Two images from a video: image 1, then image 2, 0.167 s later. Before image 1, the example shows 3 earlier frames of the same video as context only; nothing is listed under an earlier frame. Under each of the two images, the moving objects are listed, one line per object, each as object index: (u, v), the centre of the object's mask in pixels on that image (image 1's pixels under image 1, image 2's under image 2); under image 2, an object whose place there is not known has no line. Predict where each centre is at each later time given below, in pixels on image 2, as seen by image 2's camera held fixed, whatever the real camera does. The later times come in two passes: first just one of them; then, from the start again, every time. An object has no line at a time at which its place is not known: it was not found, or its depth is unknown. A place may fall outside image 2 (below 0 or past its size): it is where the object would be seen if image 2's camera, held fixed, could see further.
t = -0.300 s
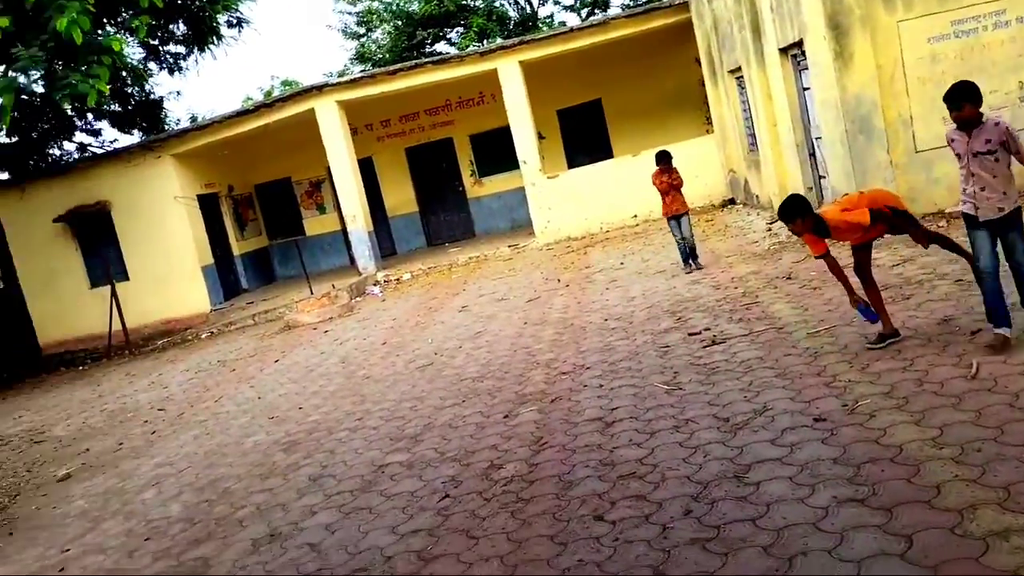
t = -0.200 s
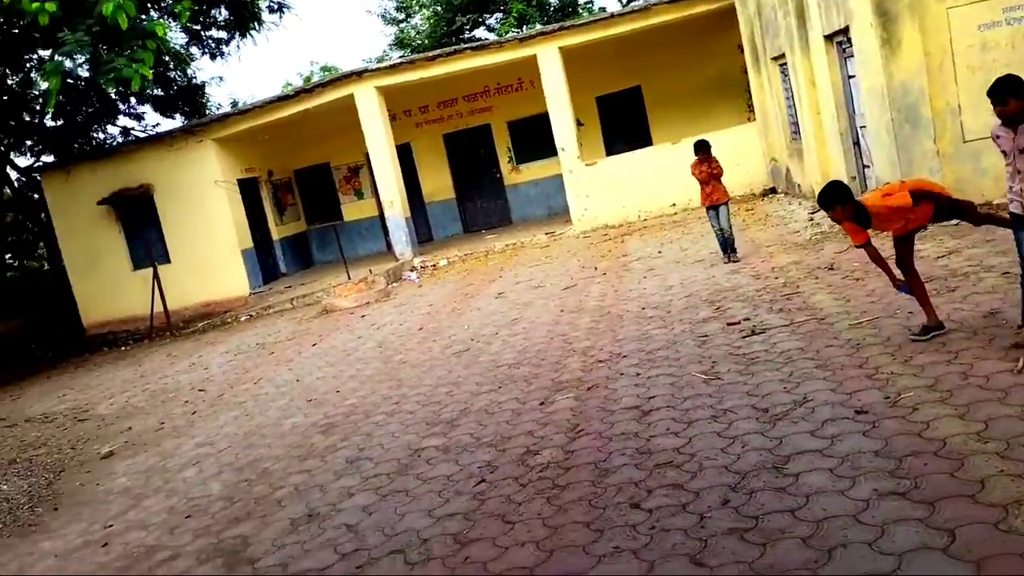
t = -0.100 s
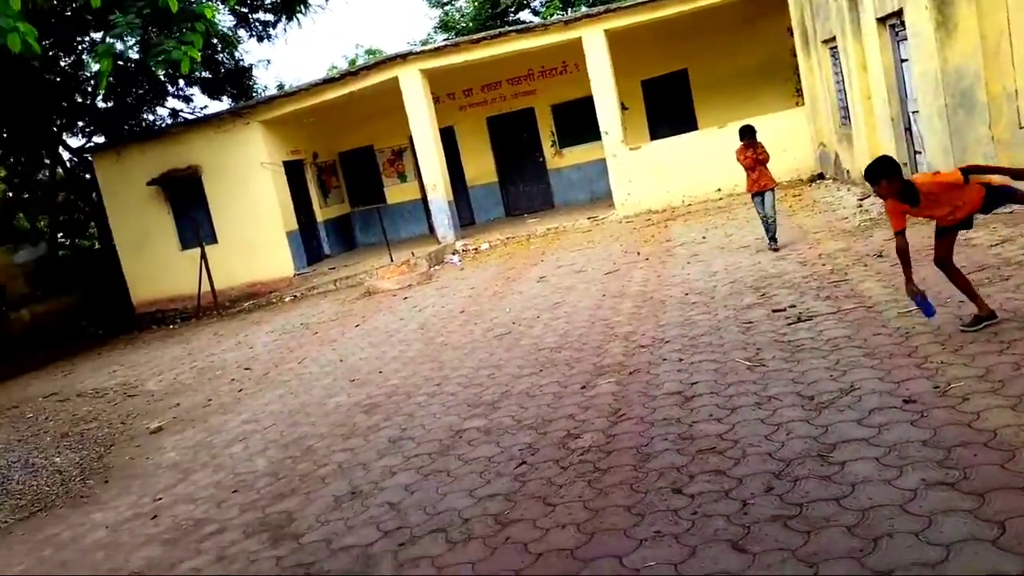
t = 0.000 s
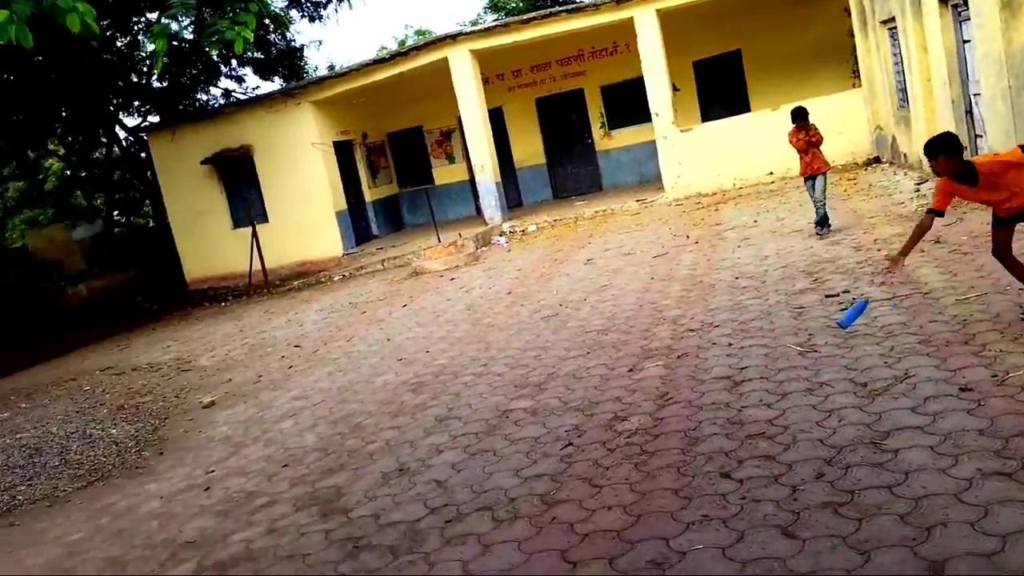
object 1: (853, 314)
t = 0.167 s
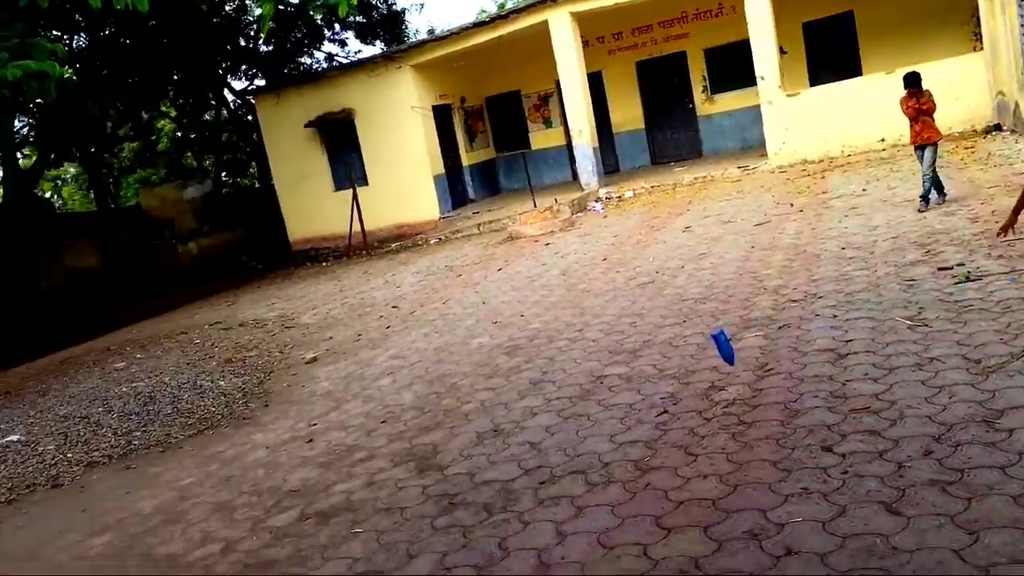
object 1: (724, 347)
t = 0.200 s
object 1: (678, 362)
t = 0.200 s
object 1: (678, 362)
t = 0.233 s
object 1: (635, 382)
